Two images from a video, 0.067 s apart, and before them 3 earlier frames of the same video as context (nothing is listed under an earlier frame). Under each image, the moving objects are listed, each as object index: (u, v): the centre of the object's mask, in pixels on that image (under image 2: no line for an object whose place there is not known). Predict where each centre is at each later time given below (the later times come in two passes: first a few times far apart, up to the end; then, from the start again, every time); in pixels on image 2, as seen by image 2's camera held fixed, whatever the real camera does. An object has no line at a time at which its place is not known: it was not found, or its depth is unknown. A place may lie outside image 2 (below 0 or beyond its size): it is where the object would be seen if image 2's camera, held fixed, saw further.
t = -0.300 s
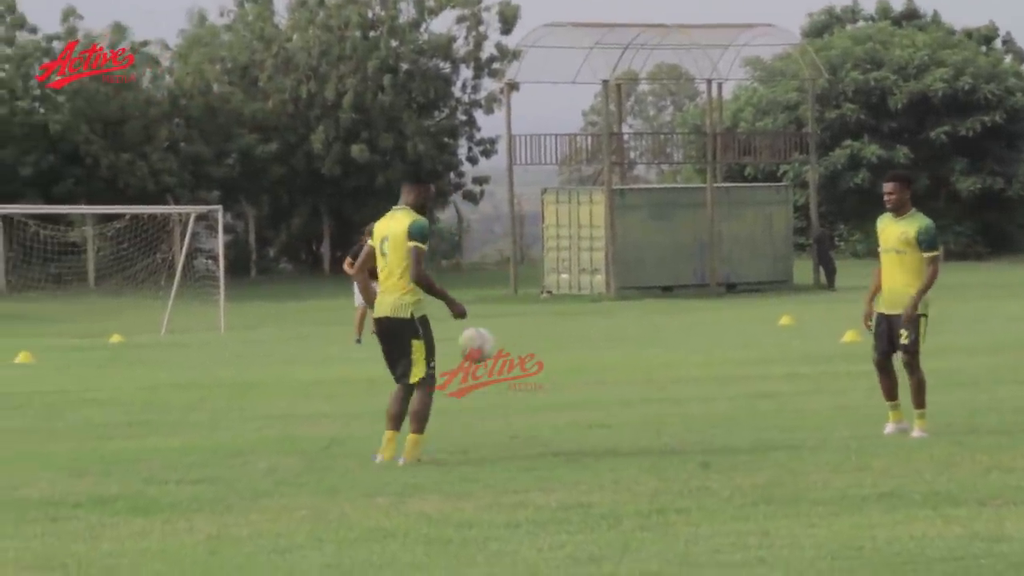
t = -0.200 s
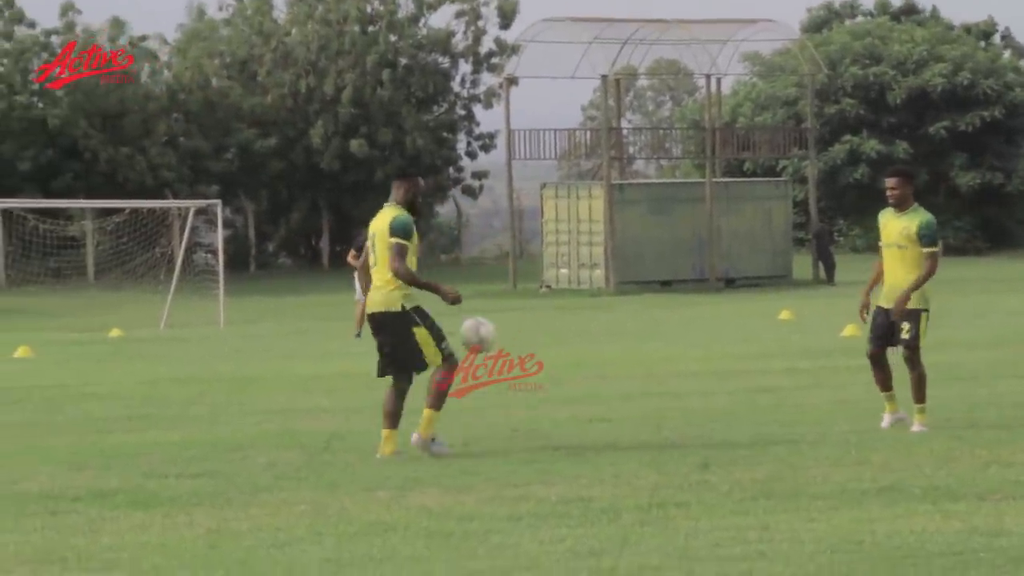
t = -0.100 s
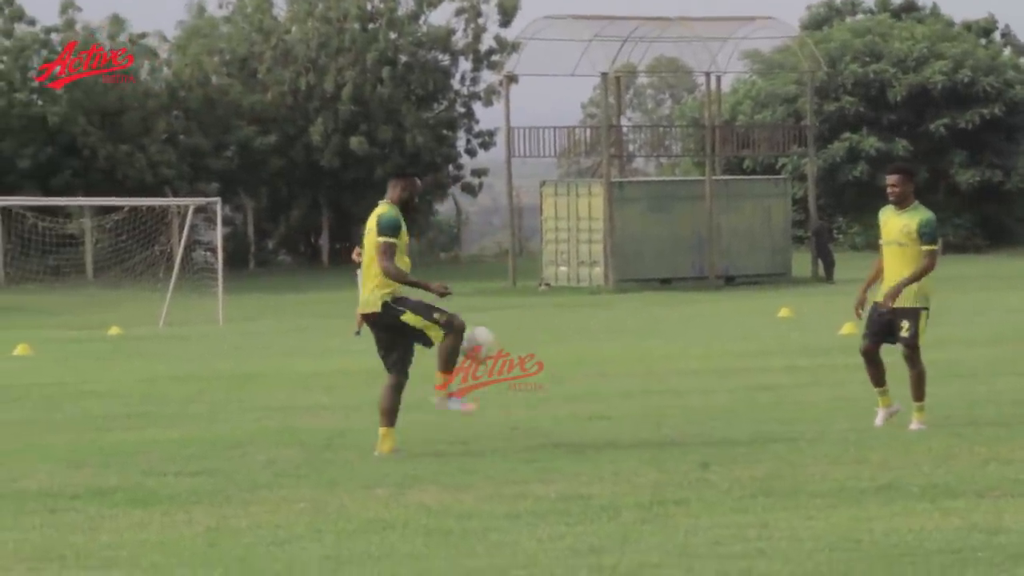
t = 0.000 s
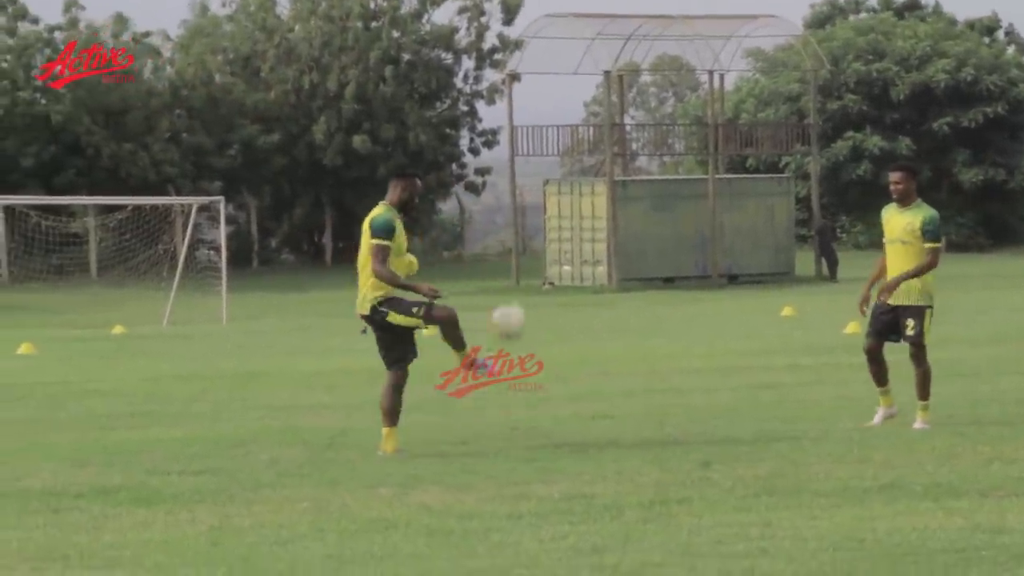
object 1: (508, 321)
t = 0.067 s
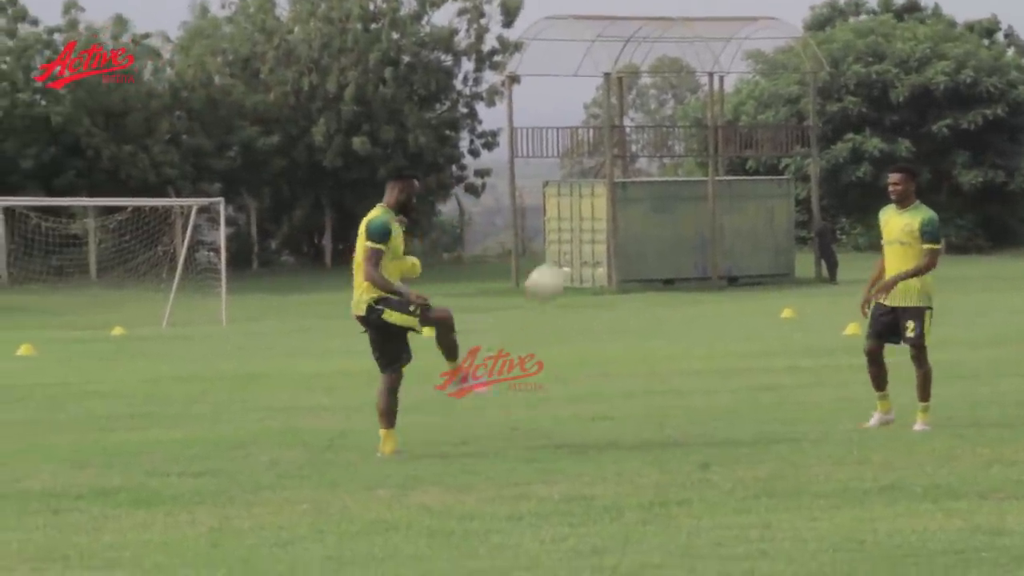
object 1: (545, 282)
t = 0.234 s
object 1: (638, 211)
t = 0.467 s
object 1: (762, 187)
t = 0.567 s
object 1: (814, 205)
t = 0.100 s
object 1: (564, 266)
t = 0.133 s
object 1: (582, 249)
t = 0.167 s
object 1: (602, 234)
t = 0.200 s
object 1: (620, 222)
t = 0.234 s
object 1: (638, 211)
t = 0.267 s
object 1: (657, 201)
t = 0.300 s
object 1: (675, 195)
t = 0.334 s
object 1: (691, 190)
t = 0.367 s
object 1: (710, 188)
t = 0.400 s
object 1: (727, 185)
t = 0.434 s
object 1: (745, 185)
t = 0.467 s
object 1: (762, 187)
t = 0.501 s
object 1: (779, 191)
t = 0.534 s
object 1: (797, 198)
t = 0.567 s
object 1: (814, 205)
